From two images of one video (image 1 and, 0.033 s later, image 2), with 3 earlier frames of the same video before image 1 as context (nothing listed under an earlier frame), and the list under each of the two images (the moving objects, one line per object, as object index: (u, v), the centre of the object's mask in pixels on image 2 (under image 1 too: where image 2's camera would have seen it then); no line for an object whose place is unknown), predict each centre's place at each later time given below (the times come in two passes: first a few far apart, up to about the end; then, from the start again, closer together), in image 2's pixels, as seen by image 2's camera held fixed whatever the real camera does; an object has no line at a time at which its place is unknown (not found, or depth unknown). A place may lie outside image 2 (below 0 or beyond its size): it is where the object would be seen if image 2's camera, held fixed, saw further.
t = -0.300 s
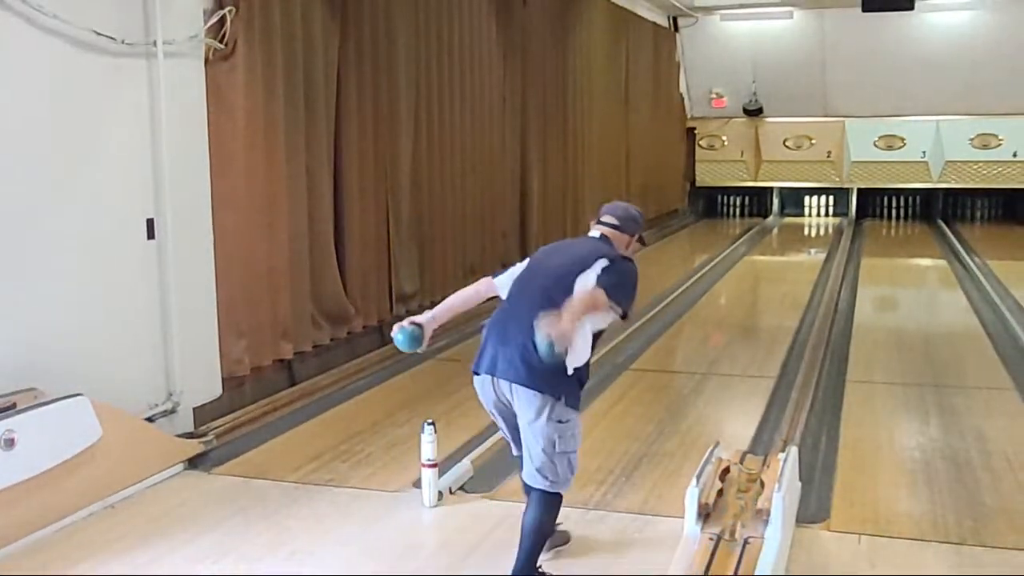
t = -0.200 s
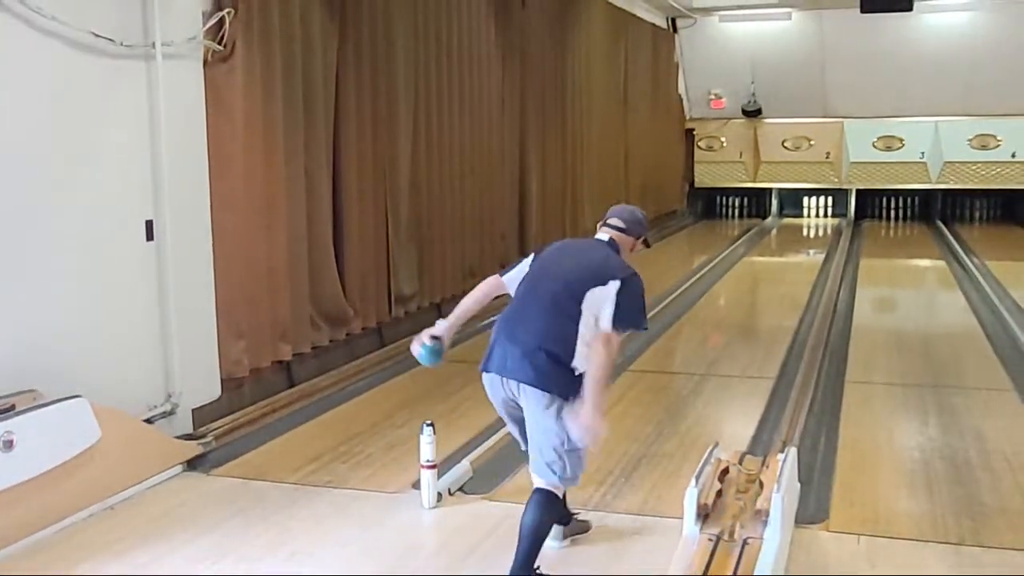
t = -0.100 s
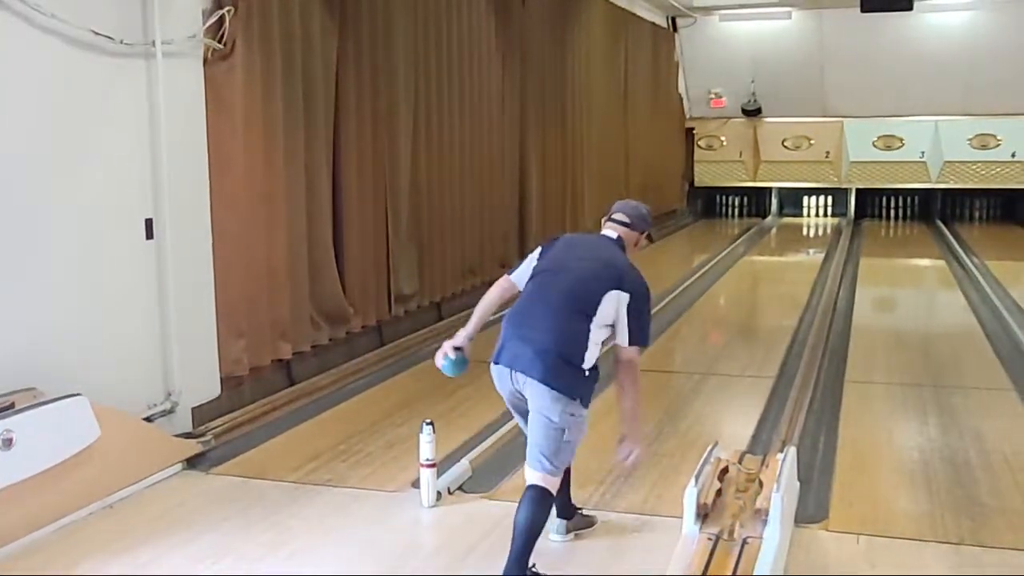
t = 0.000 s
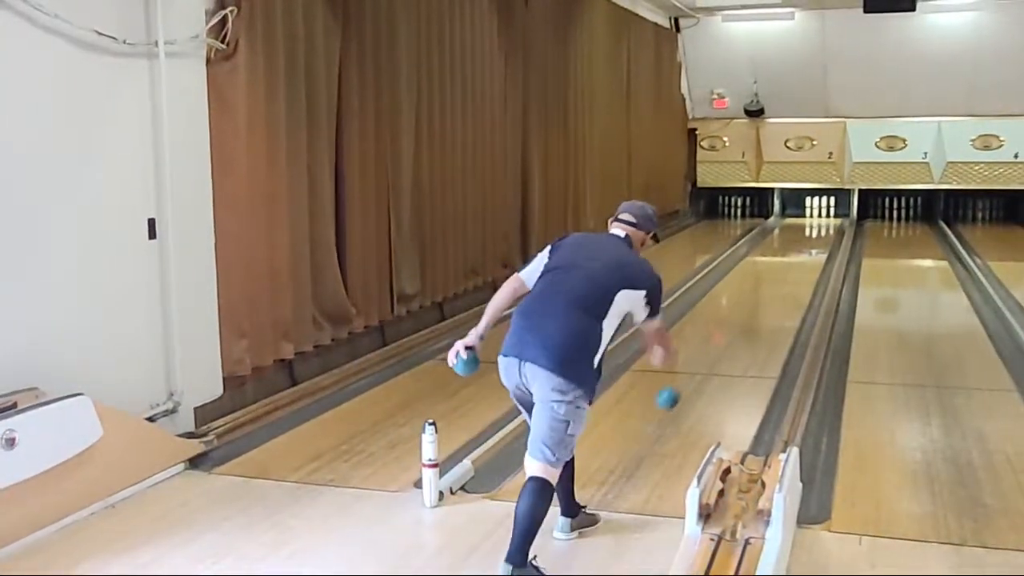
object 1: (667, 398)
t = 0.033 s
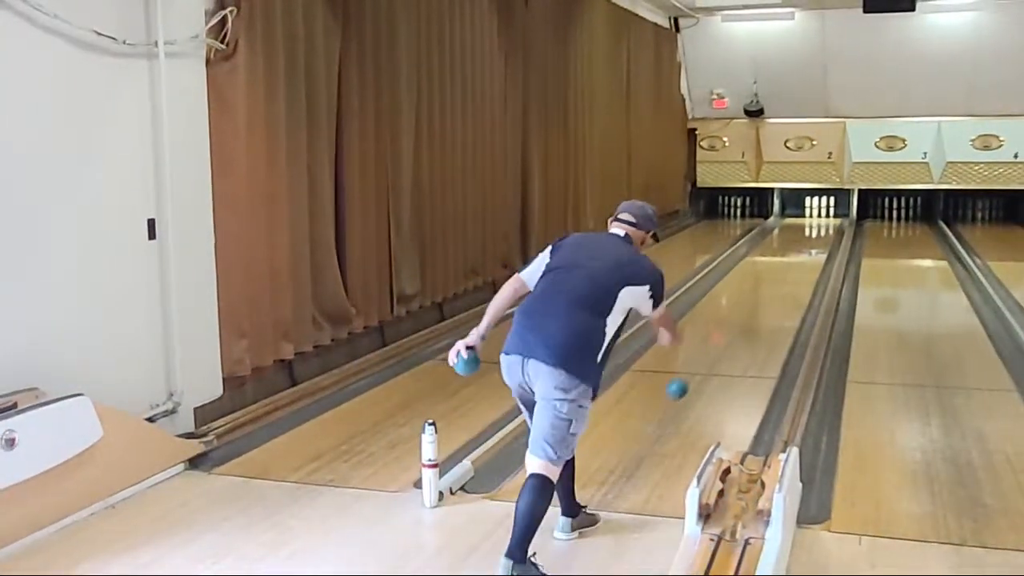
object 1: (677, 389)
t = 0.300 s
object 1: (726, 348)
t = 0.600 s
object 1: (752, 304)
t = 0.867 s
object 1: (767, 277)
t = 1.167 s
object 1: (777, 256)
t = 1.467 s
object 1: (783, 241)
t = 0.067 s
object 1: (685, 381)
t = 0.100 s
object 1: (692, 377)
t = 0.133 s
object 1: (700, 375)
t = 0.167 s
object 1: (706, 375)
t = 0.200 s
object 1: (711, 376)
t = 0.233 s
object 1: (717, 374)
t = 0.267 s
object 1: (721, 360)
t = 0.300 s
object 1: (726, 348)
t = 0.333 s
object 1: (729, 339)
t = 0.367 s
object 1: (733, 332)
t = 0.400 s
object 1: (736, 326)
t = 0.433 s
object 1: (739, 323)
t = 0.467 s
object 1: (743, 320)
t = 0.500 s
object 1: (745, 321)
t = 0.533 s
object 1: (748, 314)
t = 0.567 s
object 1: (750, 308)
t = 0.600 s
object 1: (752, 304)
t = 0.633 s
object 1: (754, 302)
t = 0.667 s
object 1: (757, 297)
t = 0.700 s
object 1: (759, 293)
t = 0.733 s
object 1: (760, 291)
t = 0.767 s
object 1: (762, 287)
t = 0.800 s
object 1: (764, 283)
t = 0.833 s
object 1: (766, 280)
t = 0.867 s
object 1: (767, 277)
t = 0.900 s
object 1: (769, 274)
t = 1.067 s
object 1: (775, 262)
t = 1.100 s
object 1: (775, 260)
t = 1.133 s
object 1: (777, 258)
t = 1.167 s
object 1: (777, 256)
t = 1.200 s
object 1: (778, 254)
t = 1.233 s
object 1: (779, 252)
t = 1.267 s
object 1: (780, 250)
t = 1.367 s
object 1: (781, 246)
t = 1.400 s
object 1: (782, 244)
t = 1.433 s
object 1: (783, 242)
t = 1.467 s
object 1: (783, 241)
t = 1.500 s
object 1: (784, 240)
